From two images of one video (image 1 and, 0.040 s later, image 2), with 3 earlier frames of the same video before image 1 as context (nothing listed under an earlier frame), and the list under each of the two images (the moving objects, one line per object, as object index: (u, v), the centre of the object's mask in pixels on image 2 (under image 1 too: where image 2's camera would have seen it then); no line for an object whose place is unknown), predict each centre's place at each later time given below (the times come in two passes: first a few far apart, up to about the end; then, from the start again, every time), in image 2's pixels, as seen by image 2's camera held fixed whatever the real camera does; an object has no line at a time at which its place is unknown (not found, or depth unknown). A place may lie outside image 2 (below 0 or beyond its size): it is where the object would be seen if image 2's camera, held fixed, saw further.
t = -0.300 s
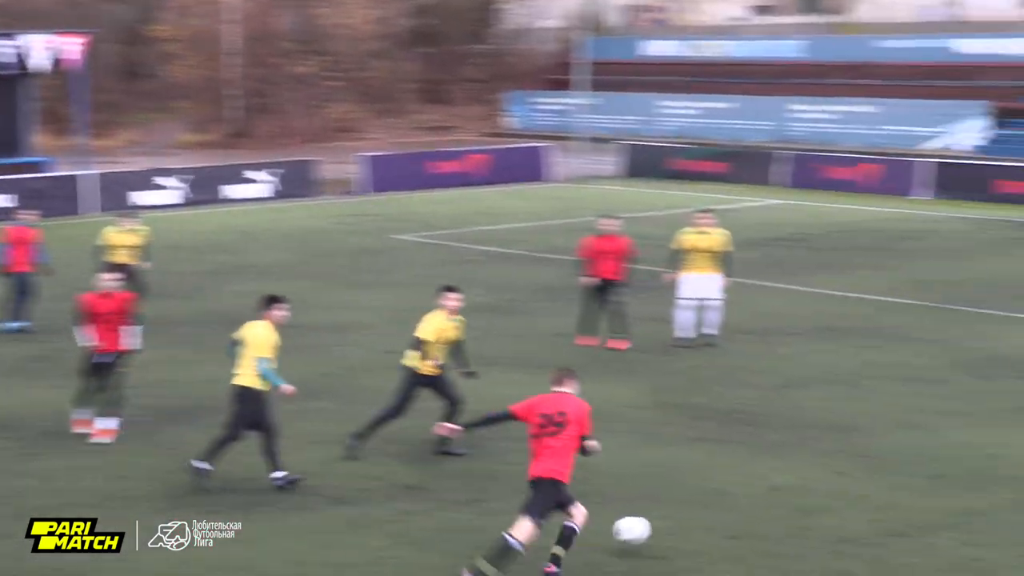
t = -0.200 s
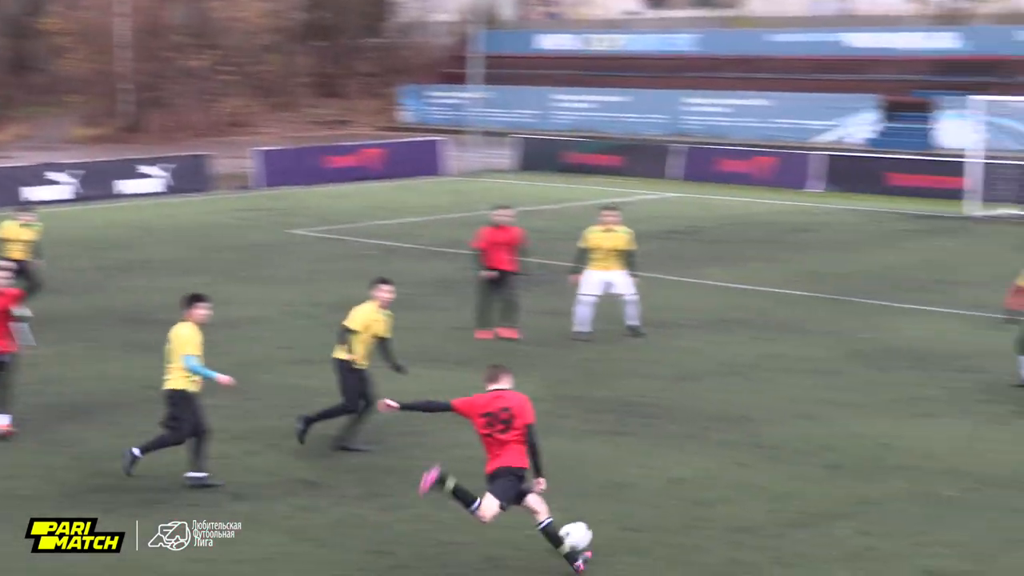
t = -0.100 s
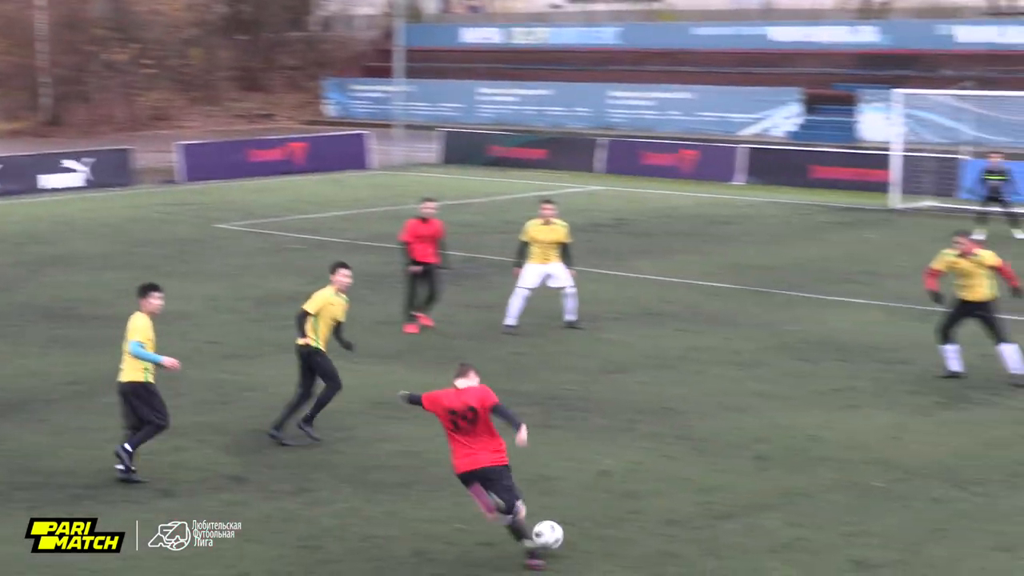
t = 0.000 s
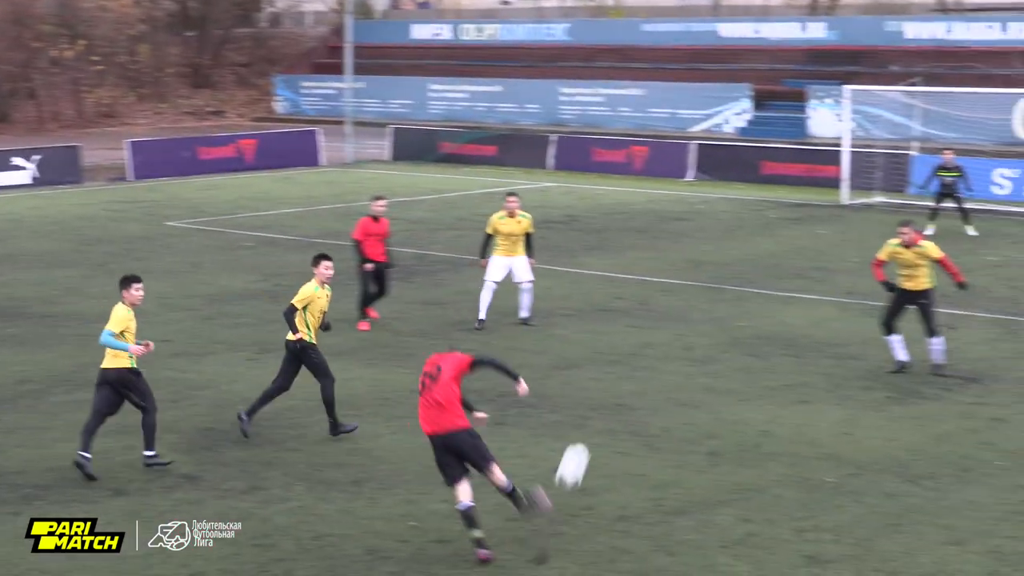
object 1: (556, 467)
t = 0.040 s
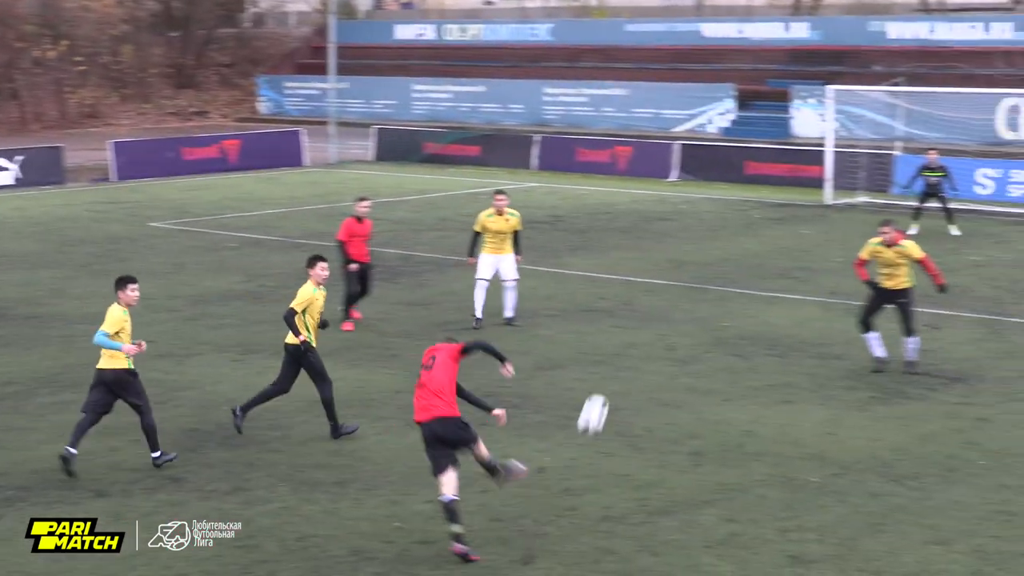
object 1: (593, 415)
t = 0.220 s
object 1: (730, 268)
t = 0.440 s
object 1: (861, 200)
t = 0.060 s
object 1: (610, 391)
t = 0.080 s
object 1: (627, 372)
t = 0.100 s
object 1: (642, 352)
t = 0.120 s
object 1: (658, 335)
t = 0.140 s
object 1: (673, 319)
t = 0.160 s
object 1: (688, 305)
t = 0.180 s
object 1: (703, 292)
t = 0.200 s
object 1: (717, 279)
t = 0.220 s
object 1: (730, 268)
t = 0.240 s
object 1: (742, 259)
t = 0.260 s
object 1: (756, 250)
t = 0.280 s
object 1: (769, 241)
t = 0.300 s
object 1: (780, 234)
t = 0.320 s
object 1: (793, 227)
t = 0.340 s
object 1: (805, 221)
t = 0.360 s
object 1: (817, 215)
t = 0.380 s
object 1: (828, 211)
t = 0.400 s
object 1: (839, 207)
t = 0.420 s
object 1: (850, 203)
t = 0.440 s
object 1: (861, 200)
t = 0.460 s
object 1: (871, 197)
